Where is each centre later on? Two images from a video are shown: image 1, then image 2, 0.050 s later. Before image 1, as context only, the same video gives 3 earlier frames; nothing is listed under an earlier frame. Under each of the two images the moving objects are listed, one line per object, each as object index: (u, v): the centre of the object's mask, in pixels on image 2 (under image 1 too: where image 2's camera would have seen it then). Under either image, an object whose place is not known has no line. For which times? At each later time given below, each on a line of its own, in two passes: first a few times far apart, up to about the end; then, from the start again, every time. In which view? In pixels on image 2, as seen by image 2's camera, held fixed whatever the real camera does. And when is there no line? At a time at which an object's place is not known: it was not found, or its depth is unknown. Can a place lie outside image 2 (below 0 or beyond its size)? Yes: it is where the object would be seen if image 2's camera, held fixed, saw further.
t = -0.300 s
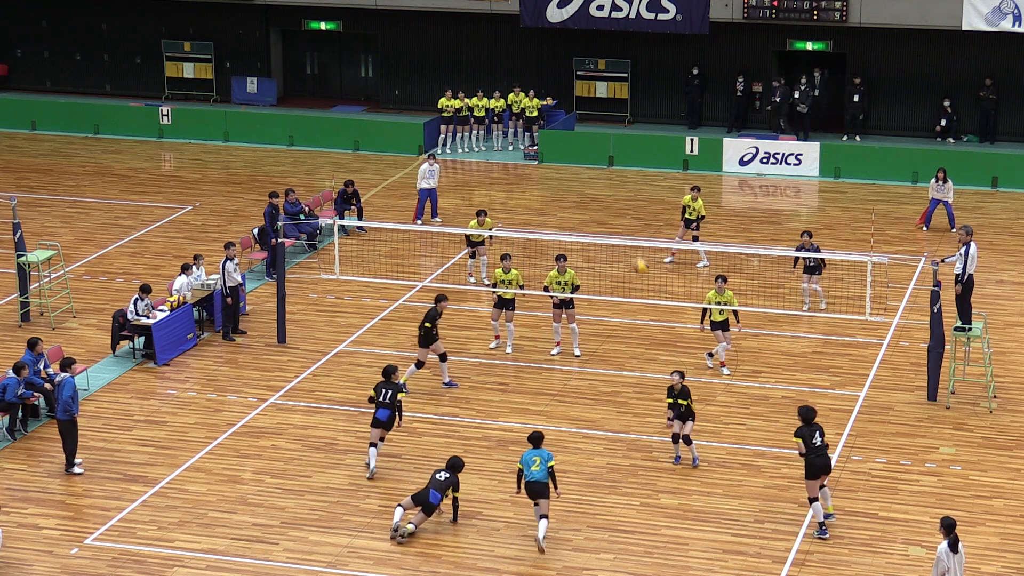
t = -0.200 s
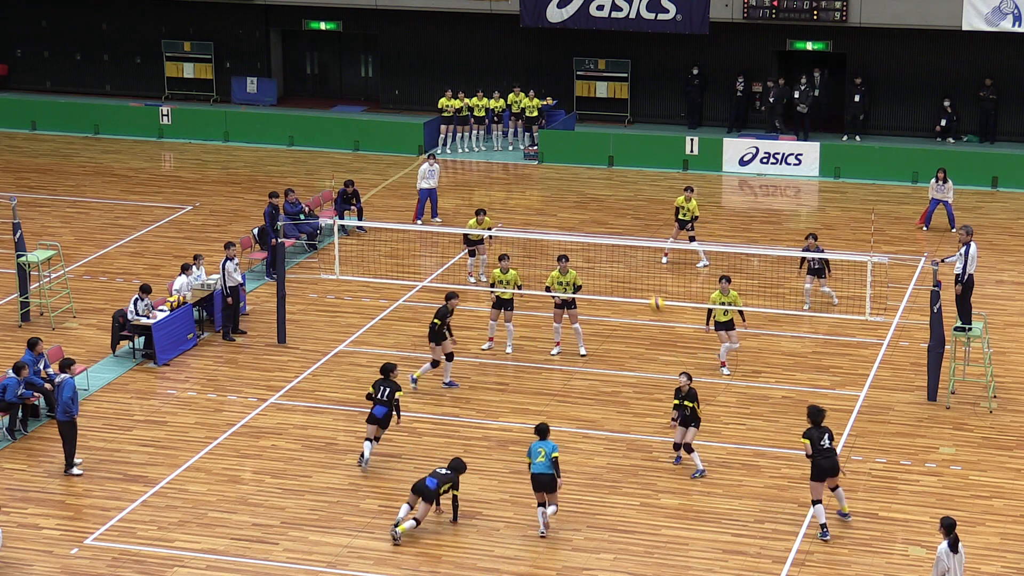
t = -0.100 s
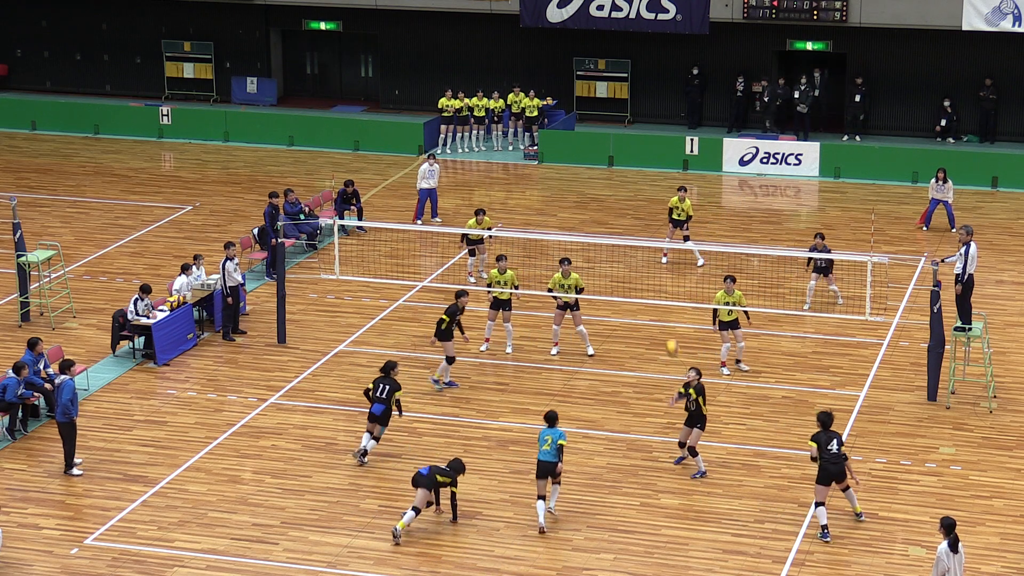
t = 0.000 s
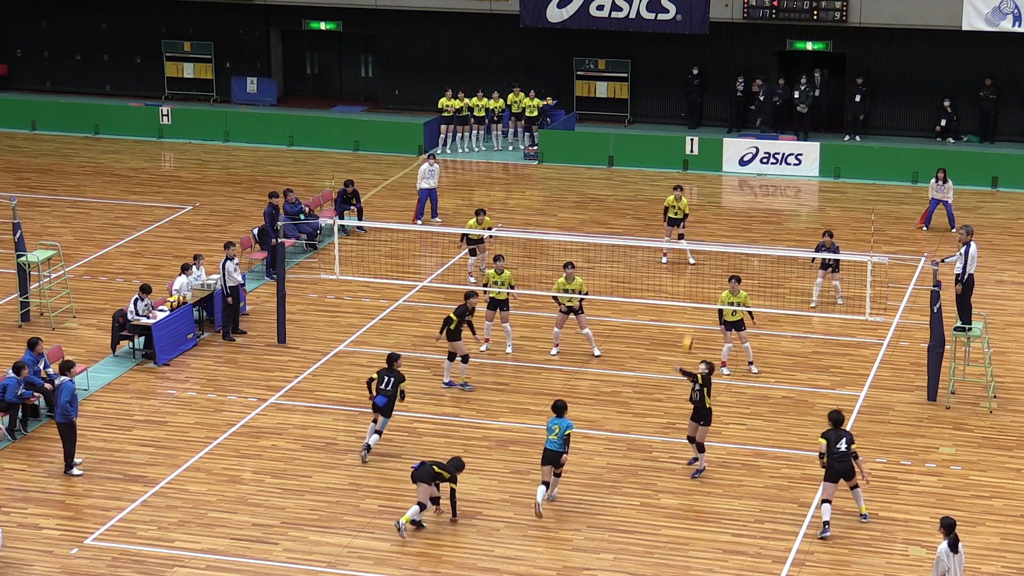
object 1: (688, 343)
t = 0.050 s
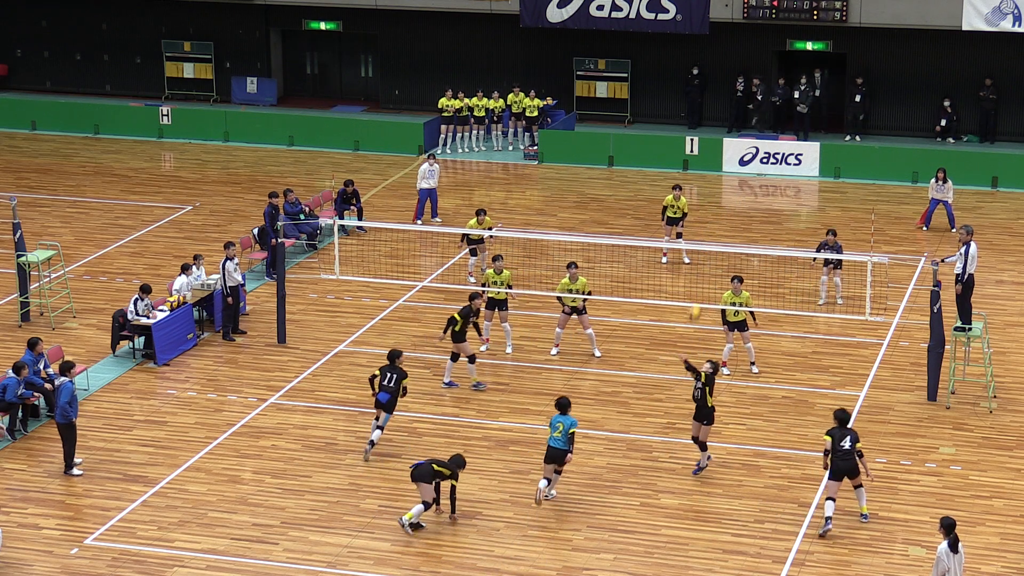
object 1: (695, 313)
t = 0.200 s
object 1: (714, 227)
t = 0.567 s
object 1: (764, 92)
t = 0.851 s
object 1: (801, 50)
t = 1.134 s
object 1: (835, 65)
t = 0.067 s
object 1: (696, 301)
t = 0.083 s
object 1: (698, 293)
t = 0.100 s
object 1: (701, 283)
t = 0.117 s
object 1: (703, 273)
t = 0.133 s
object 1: (706, 264)
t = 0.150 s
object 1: (708, 255)
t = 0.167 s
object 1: (710, 245)
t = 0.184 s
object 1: (712, 236)
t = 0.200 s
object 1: (714, 227)
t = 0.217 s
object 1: (716, 221)
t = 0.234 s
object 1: (719, 212)
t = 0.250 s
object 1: (722, 204)
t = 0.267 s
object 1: (724, 196)
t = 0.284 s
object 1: (726, 189)
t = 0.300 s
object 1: (728, 182)
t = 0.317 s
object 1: (730, 176)
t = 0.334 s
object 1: (733, 168)
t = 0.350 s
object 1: (735, 161)
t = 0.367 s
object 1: (737, 154)
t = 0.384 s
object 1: (740, 148)
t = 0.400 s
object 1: (742, 141)
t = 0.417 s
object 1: (744, 135)
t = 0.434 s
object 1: (746, 129)
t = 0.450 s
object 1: (749, 125)
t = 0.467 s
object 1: (751, 120)
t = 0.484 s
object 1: (753, 115)
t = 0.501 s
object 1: (755, 110)
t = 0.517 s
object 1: (757, 105)
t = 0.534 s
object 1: (759, 100)
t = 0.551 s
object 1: (762, 96)
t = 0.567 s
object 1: (764, 92)
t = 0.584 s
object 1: (766, 88)
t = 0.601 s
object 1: (768, 83)
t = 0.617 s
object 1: (770, 80)
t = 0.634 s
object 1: (773, 76)
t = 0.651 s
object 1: (775, 73)
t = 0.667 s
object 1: (777, 70)
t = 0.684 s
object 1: (780, 67)
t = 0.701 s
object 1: (782, 65)
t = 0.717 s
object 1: (784, 62)
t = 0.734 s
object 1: (786, 60)
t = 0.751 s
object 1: (788, 58)
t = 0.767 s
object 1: (790, 56)
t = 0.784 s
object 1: (792, 55)
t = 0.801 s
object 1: (795, 54)
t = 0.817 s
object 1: (797, 52)
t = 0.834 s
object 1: (799, 51)
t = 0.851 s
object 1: (801, 50)
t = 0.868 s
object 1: (803, 49)
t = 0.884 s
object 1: (805, 49)
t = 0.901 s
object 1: (807, 49)
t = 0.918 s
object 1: (810, 49)
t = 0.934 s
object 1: (811, 49)
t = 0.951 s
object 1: (814, 49)
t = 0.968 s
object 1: (815, 49)
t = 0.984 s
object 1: (818, 50)
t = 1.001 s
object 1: (820, 52)
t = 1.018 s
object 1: (822, 53)
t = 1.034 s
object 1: (824, 54)
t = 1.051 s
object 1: (826, 55)
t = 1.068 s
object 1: (827, 57)
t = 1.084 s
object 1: (829, 58)
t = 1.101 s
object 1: (831, 60)
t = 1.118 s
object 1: (833, 63)
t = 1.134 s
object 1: (835, 65)
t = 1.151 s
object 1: (837, 67)
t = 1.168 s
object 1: (839, 70)
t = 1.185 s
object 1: (841, 73)
